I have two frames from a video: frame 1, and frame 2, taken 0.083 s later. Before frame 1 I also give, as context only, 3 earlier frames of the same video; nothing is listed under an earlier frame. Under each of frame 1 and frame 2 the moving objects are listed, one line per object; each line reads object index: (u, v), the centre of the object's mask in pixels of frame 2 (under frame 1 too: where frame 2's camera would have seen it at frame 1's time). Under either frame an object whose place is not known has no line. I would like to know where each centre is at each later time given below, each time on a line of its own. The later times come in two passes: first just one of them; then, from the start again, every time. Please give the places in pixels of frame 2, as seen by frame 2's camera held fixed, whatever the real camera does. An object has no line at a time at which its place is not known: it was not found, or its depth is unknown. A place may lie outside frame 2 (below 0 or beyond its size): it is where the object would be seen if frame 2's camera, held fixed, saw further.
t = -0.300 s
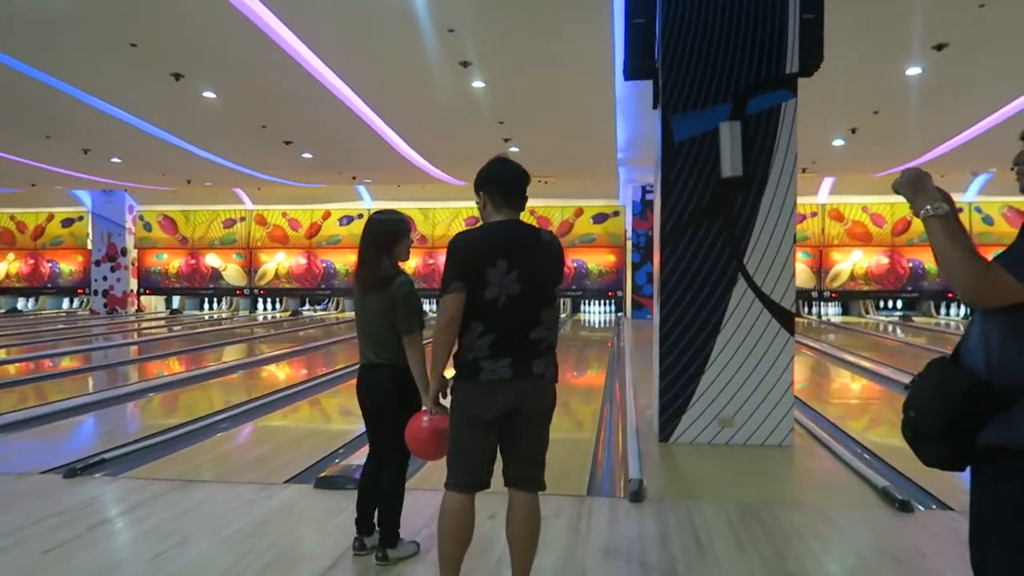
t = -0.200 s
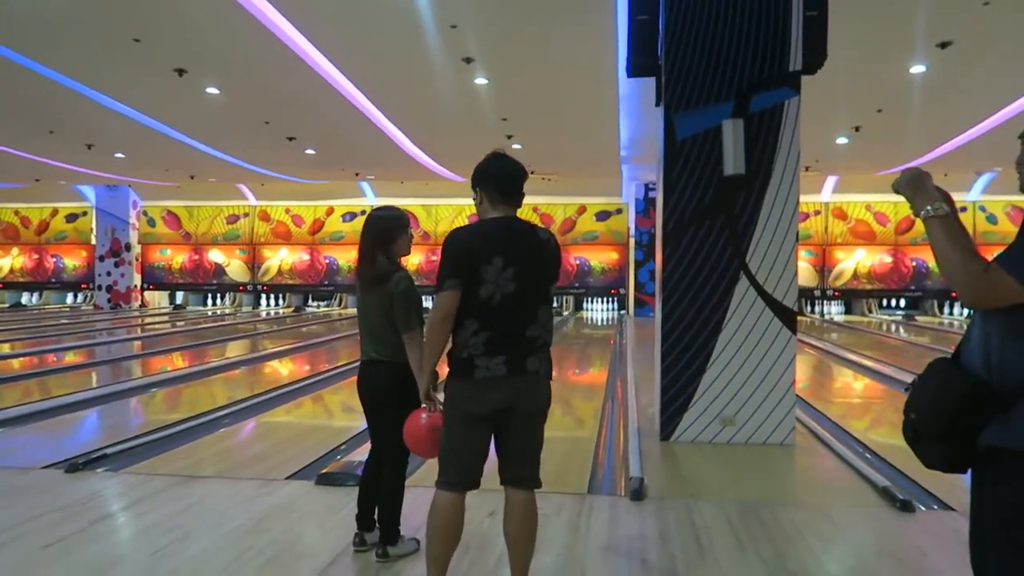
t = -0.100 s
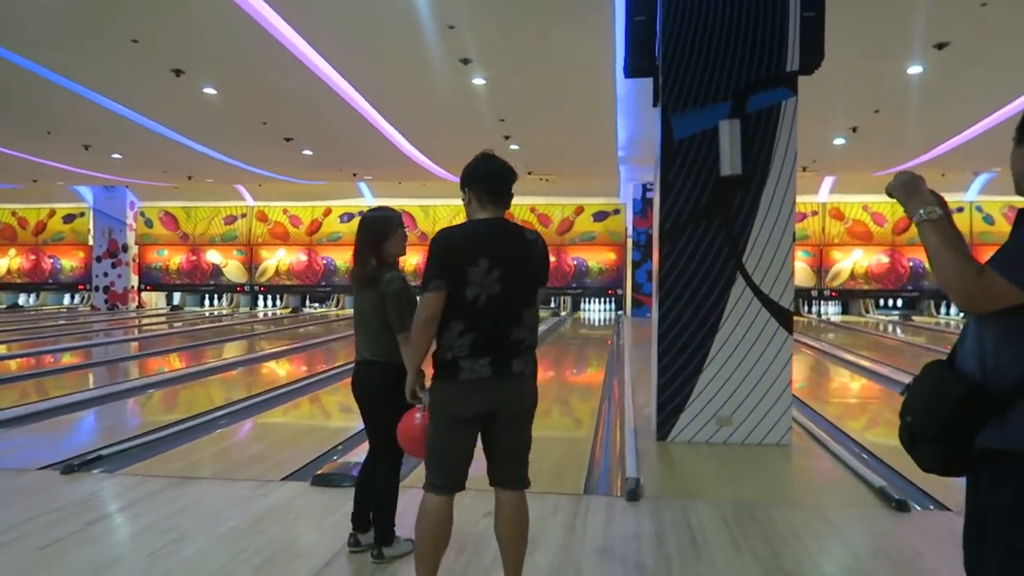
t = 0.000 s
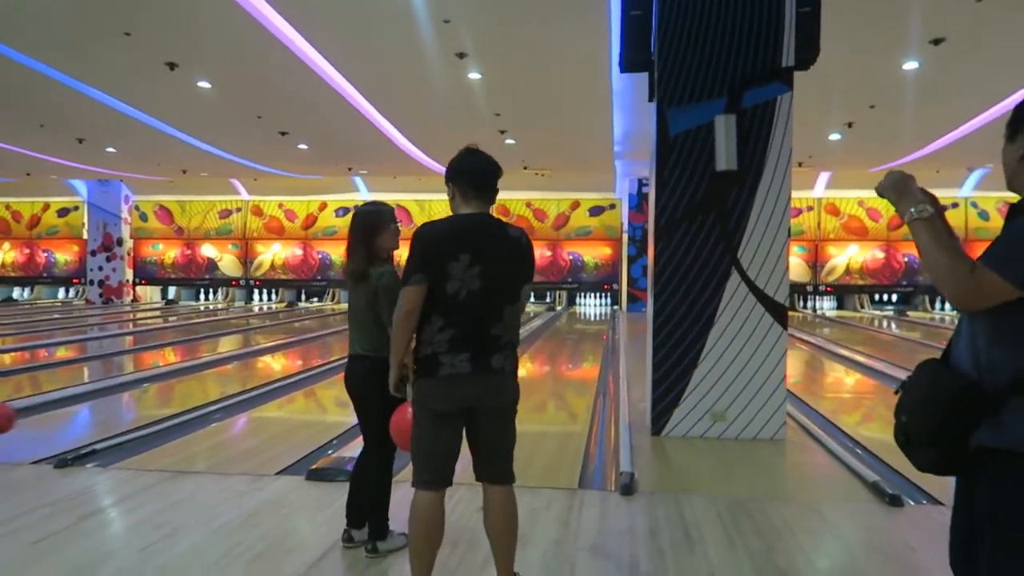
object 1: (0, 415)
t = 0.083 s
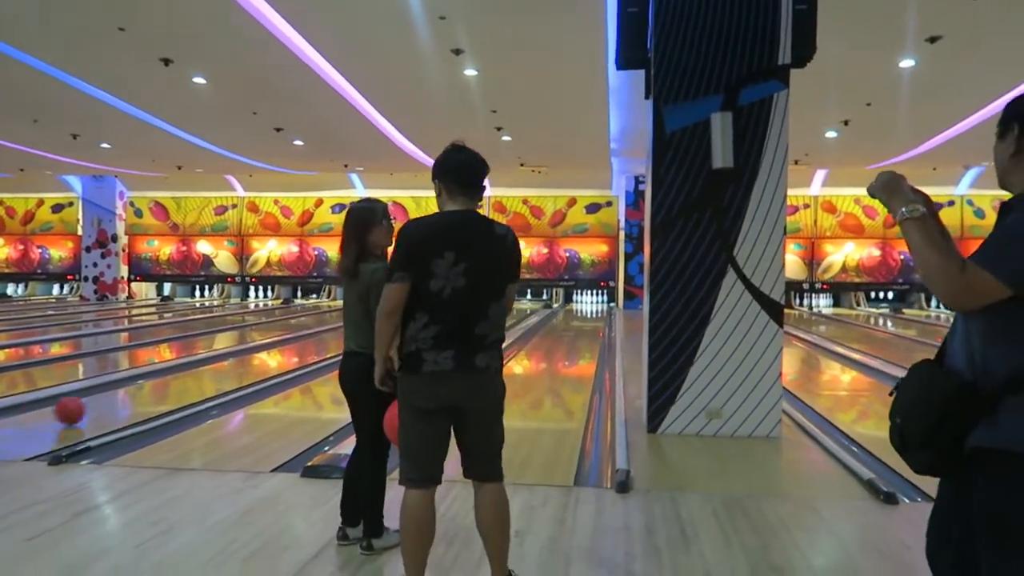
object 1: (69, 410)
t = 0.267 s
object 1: (188, 379)
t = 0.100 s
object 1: (83, 405)
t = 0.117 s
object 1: (96, 400)
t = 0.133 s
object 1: (107, 396)
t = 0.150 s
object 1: (118, 393)
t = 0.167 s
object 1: (130, 389)
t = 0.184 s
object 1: (141, 387)
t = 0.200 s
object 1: (151, 384)
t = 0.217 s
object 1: (160, 383)
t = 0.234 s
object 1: (169, 381)
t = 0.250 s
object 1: (179, 380)
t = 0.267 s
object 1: (188, 379)
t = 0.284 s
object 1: (196, 376)
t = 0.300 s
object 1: (204, 374)
